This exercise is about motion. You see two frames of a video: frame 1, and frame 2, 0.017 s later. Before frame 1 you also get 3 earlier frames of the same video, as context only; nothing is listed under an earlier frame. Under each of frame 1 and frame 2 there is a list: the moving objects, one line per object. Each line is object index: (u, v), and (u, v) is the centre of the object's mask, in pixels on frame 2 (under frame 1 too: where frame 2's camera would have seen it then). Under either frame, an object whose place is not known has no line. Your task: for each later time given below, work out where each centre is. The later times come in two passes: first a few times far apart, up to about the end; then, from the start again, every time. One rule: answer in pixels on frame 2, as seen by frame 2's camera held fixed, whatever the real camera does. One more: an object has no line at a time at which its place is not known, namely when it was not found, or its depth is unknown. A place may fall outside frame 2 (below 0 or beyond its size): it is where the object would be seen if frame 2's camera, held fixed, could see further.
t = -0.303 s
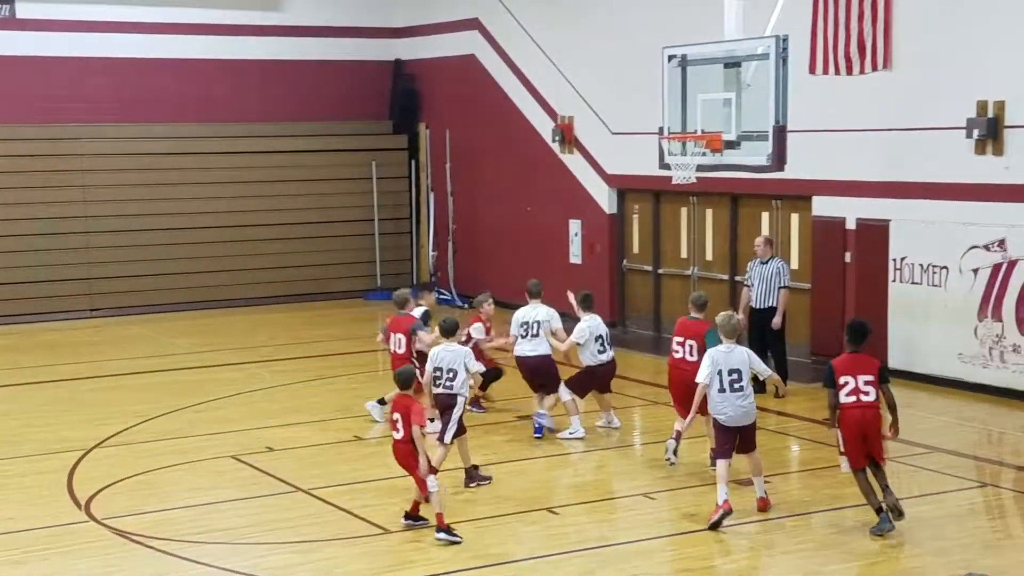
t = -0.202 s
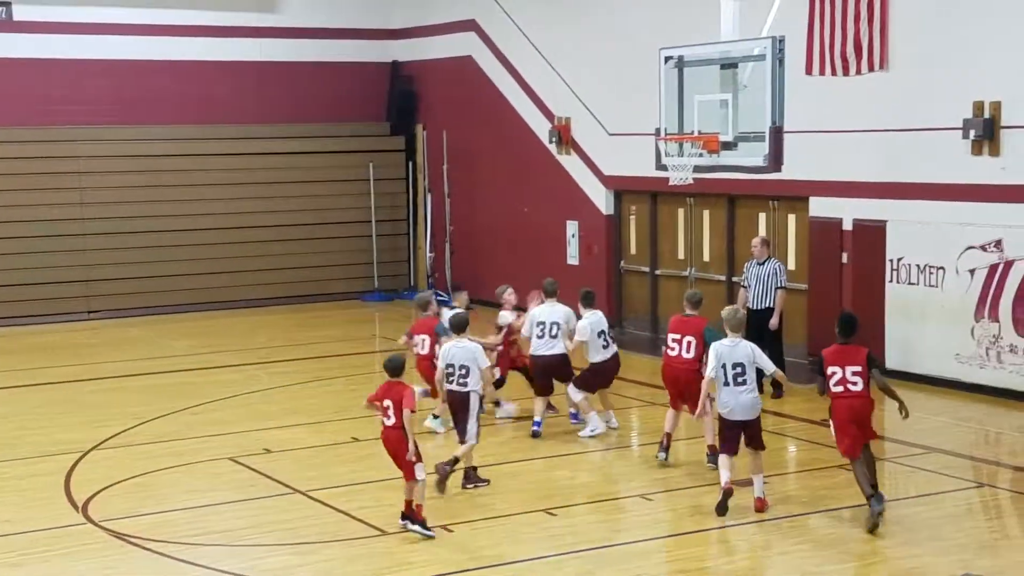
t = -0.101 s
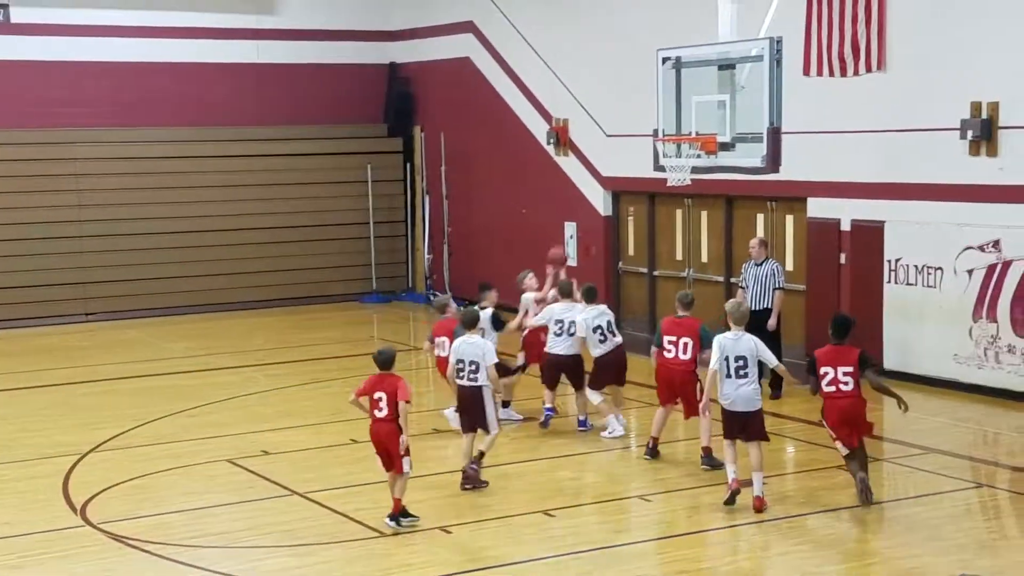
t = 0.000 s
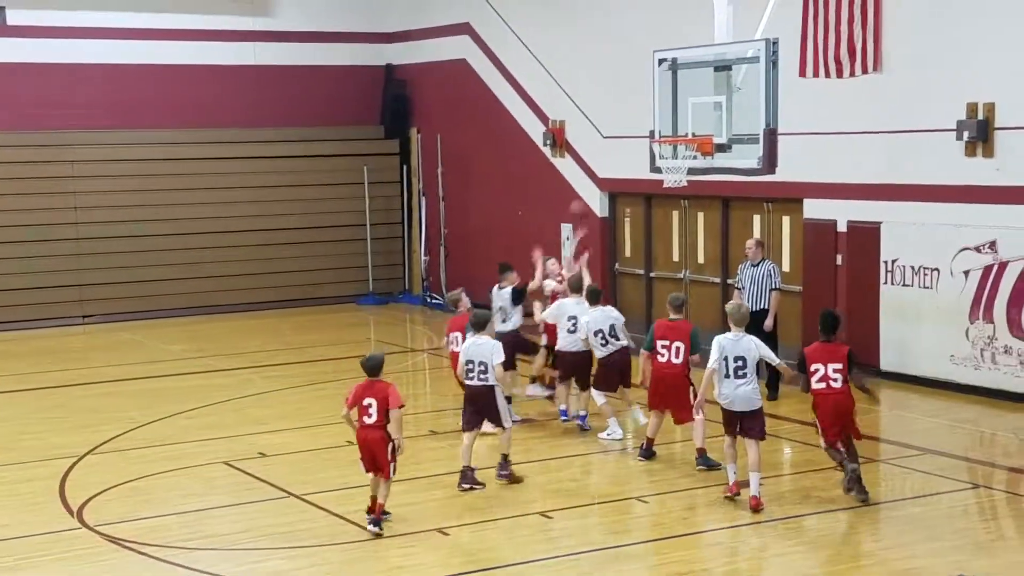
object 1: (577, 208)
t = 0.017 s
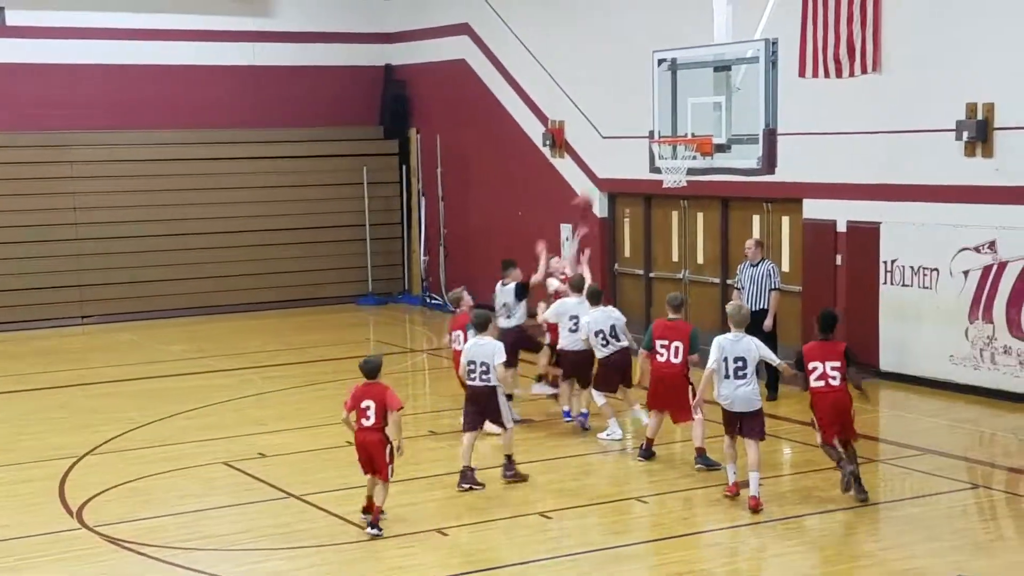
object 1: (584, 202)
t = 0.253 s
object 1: (641, 129)
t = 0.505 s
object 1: (627, 127)
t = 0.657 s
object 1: (618, 156)
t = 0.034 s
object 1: (588, 196)
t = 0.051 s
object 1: (591, 190)
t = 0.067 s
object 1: (594, 182)
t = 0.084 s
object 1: (600, 174)
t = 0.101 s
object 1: (605, 170)
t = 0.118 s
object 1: (610, 165)
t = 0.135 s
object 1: (614, 159)
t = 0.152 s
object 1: (619, 154)
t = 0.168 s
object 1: (623, 149)
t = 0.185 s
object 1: (628, 144)
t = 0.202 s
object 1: (632, 139)
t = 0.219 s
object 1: (637, 134)
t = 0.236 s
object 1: (641, 131)
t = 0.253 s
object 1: (641, 129)
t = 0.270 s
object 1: (640, 127)
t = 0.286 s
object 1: (639, 125)
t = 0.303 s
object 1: (638, 123)
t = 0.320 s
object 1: (637, 122)
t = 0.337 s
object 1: (636, 122)
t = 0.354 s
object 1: (635, 121)
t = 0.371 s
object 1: (634, 121)
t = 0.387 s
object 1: (633, 121)
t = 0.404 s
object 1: (632, 121)
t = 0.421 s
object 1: (631, 121)
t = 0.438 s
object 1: (630, 122)
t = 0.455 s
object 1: (629, 123)
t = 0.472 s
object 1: (628, 124)
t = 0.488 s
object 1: (627, 126)
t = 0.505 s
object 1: (627, 127)
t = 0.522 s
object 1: (626, 129)
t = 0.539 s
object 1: (625, 132)
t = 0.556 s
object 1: (624, 134)
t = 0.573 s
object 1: (623, 137)
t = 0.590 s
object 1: (622, 141)
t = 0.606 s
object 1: (621, 144)
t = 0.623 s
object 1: (620, 147)
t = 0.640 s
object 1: (619, 151)
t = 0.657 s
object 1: (618, 156)
